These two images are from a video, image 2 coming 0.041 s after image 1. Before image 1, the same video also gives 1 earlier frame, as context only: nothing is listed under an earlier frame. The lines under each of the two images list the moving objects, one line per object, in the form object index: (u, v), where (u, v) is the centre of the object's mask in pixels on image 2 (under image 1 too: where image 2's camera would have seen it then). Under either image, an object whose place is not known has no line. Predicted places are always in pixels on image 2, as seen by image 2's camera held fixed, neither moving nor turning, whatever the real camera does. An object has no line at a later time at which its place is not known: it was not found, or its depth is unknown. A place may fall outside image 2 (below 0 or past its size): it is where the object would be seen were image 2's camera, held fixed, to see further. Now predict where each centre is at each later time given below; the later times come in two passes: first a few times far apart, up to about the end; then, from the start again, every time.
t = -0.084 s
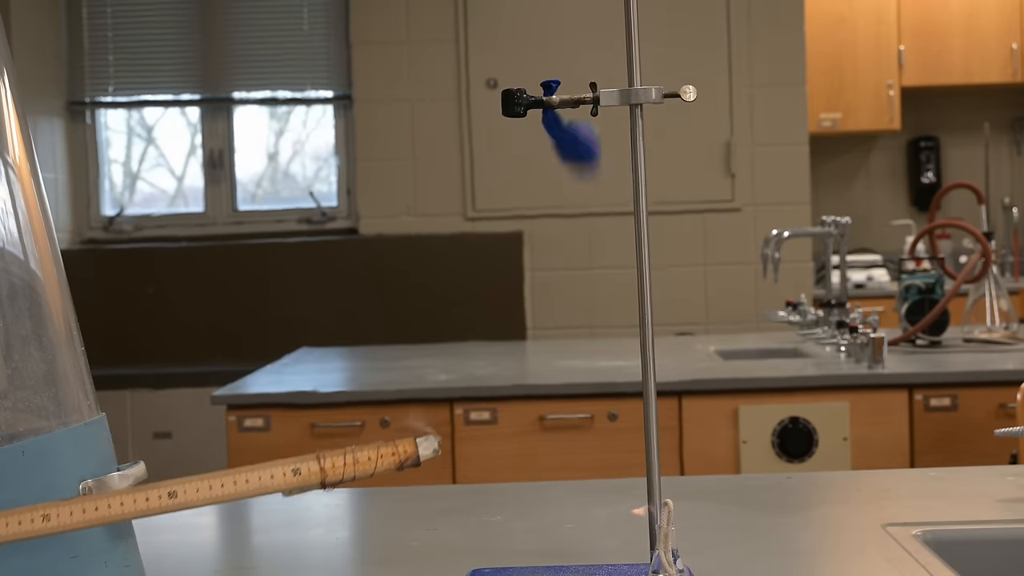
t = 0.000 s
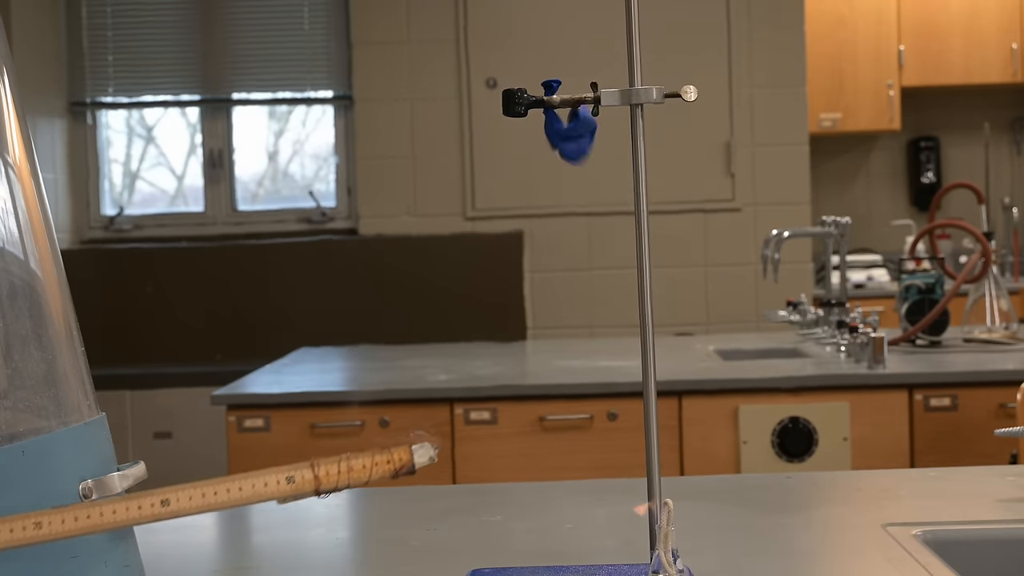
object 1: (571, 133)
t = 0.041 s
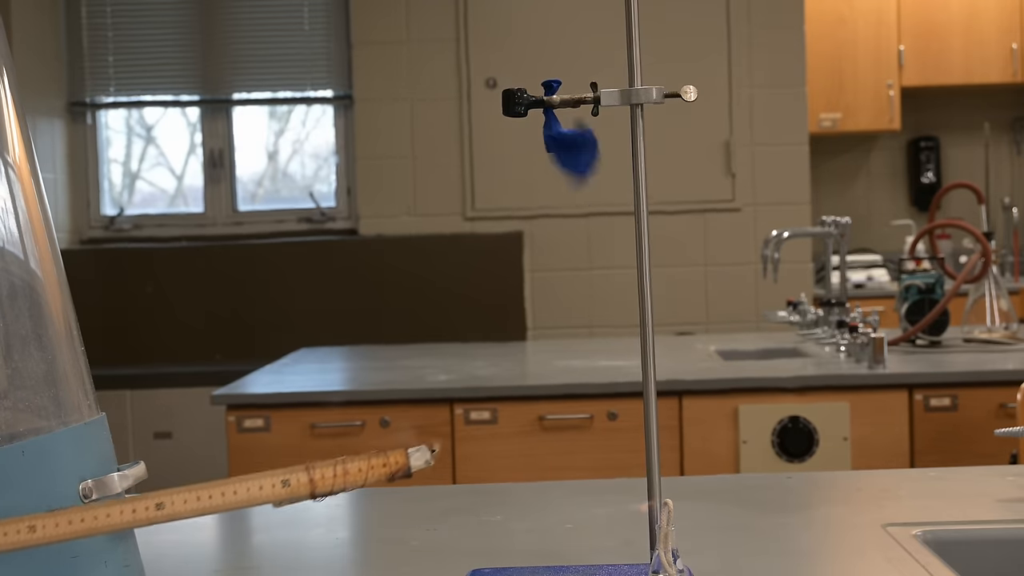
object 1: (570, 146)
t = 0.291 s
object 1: (527, 171)
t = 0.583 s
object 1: (564, 170)
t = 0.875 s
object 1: (562, 169)
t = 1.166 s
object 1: (536, 172)
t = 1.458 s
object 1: (567, 169)
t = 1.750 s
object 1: (554, 172)
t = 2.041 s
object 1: (548, 173)
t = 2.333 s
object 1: (561, 170)
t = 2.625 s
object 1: (552, 172)
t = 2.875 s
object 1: (556, 171)
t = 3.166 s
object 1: (558, 170)
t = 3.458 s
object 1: (552, 171)
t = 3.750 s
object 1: (555, 170)
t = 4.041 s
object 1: (557, 170)
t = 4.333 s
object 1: (553, 170)
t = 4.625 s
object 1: (555, 170)
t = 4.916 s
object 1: (556, 169)
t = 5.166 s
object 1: (552, 170)
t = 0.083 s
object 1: (571, 164)
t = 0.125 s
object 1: (558, 169)
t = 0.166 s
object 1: (540, 171)
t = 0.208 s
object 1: (529, 167)
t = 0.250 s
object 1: (524, 165)
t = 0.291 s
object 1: (527, 171)
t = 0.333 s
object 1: (539, 175)
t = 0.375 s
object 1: (553, 172)
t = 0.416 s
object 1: (565, 165)
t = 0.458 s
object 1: (574, 161)
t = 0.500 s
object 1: (577, 161)
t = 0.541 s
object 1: (576, 166)
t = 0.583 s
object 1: (564, 170)
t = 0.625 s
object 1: (549, 172)
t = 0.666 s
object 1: (536, 171)
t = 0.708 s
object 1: (529, 170)
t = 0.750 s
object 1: (530, 172)
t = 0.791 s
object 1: (538, 172)
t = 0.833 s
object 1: (550, 172)
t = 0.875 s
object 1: (562, 169)
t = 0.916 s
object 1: (571, 167)
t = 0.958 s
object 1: (575, 167)
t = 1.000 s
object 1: (572, 168)
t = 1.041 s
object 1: (563, 170)
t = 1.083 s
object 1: (552, 172)
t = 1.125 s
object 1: (542, 173)
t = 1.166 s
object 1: (536, 172)
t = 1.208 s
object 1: (537, 172)
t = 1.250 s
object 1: (543, 173)
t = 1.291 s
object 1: (553, 172)
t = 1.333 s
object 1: (562, 171)
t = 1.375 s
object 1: (568, 169)
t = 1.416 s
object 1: (570, 169)
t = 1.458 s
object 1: (567, 169)
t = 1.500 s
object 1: (560, 171)
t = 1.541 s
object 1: (551, 172)
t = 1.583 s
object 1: (544, 173)
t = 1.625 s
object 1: (541, 173)
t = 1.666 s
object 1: (542, 173)
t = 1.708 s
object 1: (546, 173)
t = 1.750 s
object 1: (554, 172)
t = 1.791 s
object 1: (560, 171)
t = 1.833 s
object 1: (565, 170)
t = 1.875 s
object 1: (565, 170)
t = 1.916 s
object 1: (562, 170)
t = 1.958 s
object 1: (557, 171)
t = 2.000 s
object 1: (552, 172)
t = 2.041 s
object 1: (548, 173)
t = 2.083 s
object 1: (547, 173)
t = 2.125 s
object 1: (548, 172)
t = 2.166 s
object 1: (552, 172)
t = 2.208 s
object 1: (556, 171)
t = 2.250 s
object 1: (559, 171)
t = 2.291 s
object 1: (561, 170)
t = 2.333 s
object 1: (561, 170)
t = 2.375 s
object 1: (559, 170)
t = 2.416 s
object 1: (556, 171)
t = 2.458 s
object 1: (553, 172)
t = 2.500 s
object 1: (551, 172)
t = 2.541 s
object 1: (549, 172)
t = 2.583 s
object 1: (550, 172)
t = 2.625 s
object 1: (552, 172)
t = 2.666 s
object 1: (555, 171)
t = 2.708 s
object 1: (557, 171)
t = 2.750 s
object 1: (558, 170)
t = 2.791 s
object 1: (559, 170)
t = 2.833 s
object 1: (558, 170)
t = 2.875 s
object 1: (556, 171)
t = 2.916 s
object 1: (554, 171)
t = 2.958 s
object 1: (552, 171)
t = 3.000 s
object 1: (551, 171)
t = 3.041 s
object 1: (552, 171)
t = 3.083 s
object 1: (553, 171)
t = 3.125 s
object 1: (555, 171)
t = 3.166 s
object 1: (558, 170)
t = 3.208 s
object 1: (559, 170)
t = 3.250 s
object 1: (558, 170)
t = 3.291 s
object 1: (557, 170)
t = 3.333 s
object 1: (555, 171)
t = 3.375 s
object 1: (553, 171)
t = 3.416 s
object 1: (552, 171)
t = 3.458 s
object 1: (552, 171)
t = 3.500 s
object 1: (553, 171)
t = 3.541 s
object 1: (555, 170)
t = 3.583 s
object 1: (557, 170)
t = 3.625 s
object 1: (558, 170)
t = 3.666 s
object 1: (558, 170)
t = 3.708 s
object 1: (557, 170)
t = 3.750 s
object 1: (555, 170)
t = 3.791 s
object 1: (553, 171)
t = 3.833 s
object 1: (552, 171)
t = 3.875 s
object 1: (552, 171)
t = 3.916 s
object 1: (552, 171)
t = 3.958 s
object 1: (554, 170)
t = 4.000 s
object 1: (556, 170)
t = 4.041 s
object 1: (557, 170)
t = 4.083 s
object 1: (557, 170)
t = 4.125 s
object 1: (557, 170)
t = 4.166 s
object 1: (556, 170)
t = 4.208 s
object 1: (554, 170)
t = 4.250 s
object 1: (553, 170)
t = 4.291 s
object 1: (552, 170)
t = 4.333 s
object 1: (553, 170)
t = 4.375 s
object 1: (554, 170)
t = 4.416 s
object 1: (555, 170)
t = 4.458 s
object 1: (556, 170)
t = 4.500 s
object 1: (557, 170)
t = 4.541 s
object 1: (557, 169)
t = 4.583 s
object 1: (556, 170)
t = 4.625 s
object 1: (555, 170)
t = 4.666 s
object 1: (554, 170)
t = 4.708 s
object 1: (553, 170)
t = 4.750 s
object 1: (553, 170)
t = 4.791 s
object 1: (553, 170)
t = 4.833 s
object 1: (554, 170)
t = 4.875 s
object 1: (555, 170)
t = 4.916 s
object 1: (556, 169)
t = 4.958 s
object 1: (557, 169)
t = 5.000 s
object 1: (557, 169)
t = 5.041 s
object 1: (556, 170)
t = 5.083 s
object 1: (555, 170)
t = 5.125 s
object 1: (553, 170)
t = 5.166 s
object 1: (552, 170)
